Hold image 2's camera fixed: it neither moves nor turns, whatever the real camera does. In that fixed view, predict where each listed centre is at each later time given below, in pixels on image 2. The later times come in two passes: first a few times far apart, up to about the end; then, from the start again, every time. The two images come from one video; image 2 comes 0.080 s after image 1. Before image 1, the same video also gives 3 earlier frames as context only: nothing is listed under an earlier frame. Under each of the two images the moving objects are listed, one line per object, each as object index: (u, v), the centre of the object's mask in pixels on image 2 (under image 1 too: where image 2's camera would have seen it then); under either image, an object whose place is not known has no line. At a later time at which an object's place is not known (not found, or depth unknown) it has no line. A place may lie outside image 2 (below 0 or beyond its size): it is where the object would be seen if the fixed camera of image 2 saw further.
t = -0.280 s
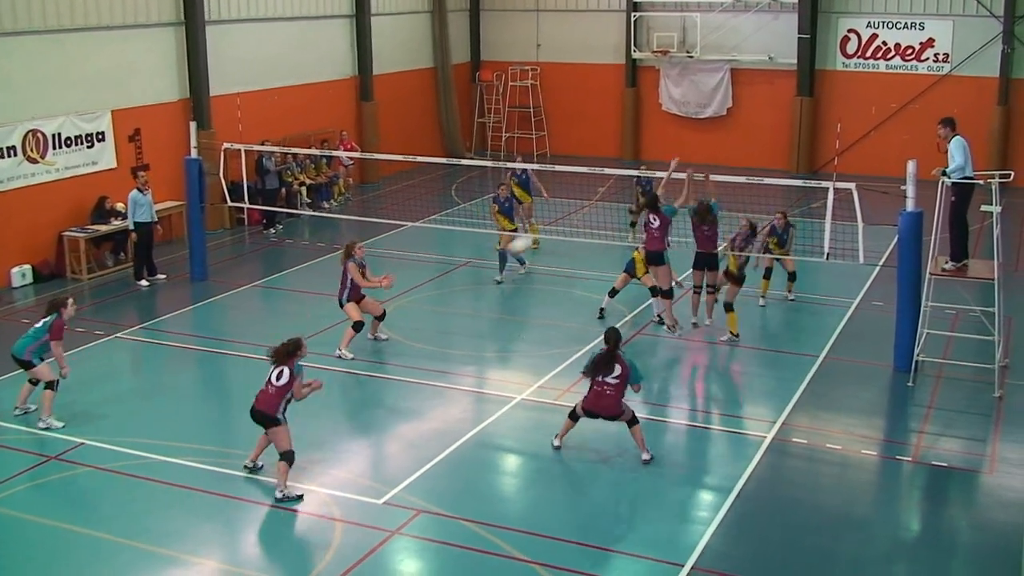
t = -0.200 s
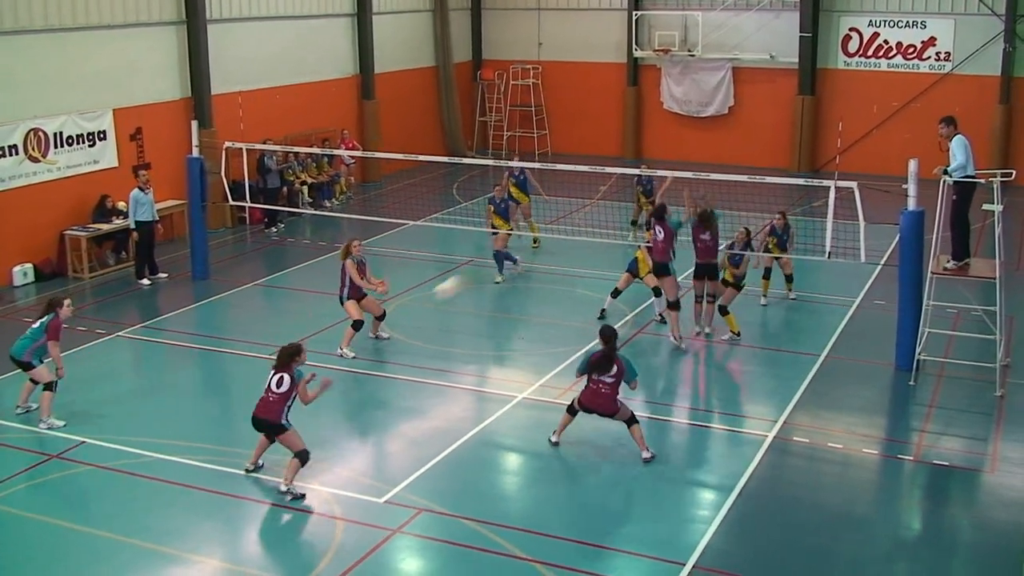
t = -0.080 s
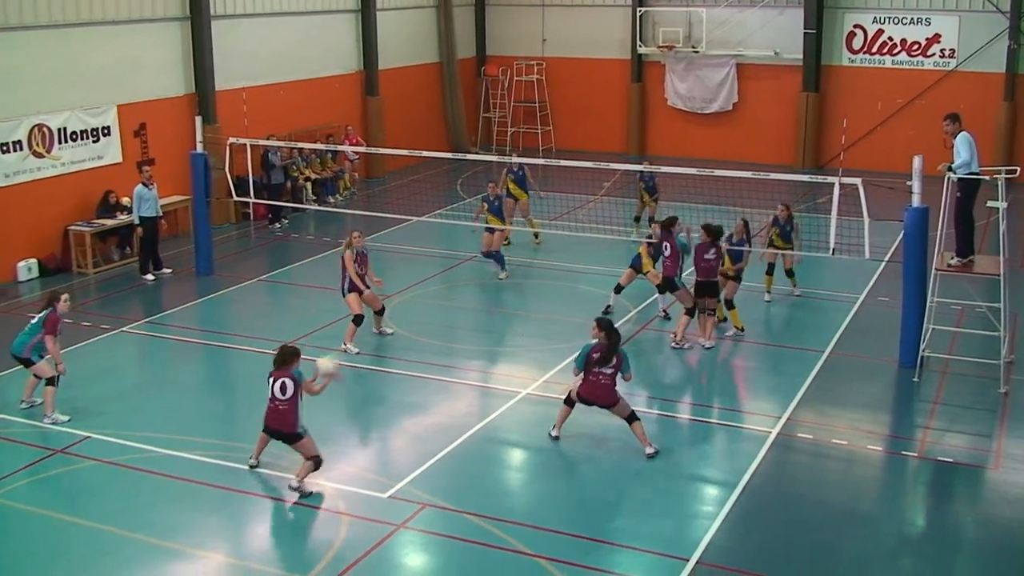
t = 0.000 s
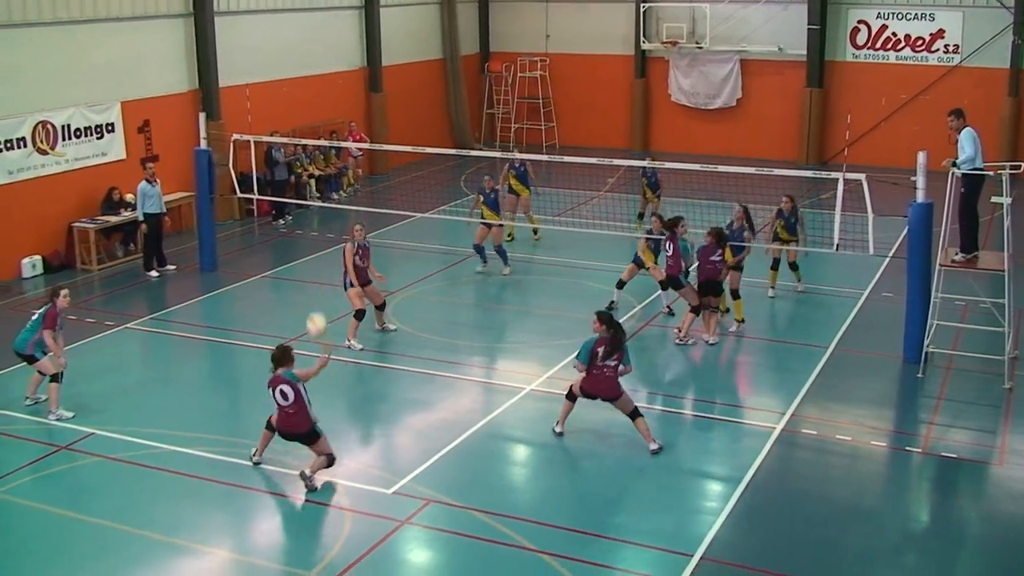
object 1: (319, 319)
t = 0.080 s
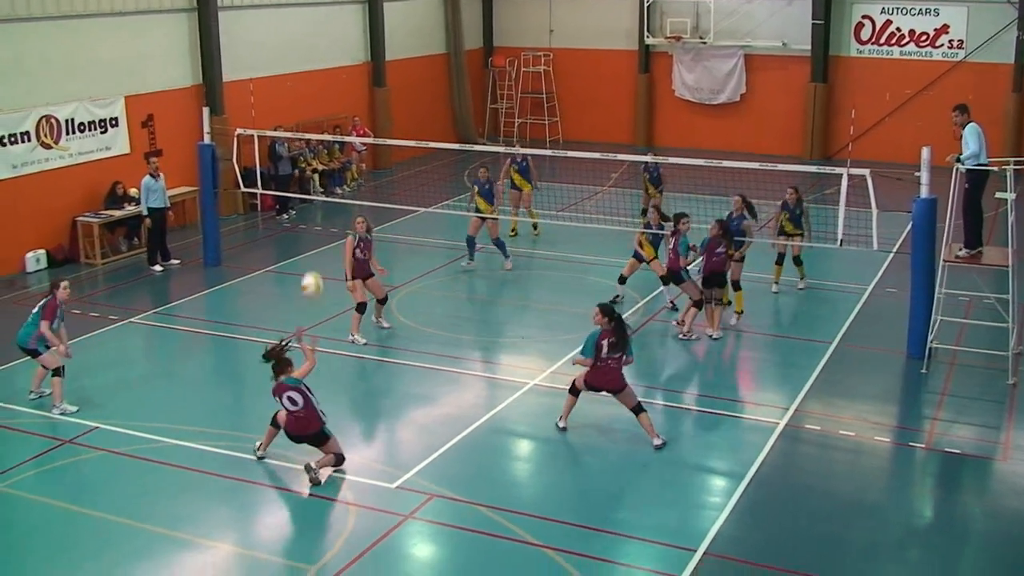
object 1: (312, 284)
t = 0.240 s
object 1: (295, 232)
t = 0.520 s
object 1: (269, 202)
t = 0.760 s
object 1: (250, 235)
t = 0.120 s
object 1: (307, 269)
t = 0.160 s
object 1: (303, 254)
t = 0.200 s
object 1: (298, 243)
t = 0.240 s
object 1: (295, 232)
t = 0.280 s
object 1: (291, 223)
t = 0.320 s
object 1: (287, 216)
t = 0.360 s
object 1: (283, 210)
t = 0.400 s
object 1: (280, 206)
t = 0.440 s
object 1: (276, 203)
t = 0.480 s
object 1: (272, 202)
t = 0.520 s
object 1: (269, 202)
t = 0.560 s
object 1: (266, 204)
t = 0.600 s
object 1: (262, 207)
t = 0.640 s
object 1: (259, 212)
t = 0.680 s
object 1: (256, 219)
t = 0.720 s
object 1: (253, 226)
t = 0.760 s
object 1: (250, 235)
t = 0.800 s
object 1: (248, 247)
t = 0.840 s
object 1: (246, 259)
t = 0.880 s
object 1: (243, 272)
